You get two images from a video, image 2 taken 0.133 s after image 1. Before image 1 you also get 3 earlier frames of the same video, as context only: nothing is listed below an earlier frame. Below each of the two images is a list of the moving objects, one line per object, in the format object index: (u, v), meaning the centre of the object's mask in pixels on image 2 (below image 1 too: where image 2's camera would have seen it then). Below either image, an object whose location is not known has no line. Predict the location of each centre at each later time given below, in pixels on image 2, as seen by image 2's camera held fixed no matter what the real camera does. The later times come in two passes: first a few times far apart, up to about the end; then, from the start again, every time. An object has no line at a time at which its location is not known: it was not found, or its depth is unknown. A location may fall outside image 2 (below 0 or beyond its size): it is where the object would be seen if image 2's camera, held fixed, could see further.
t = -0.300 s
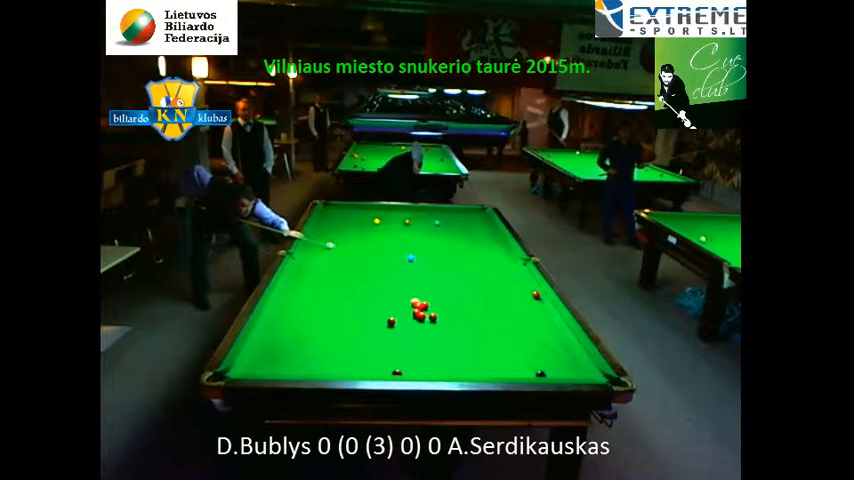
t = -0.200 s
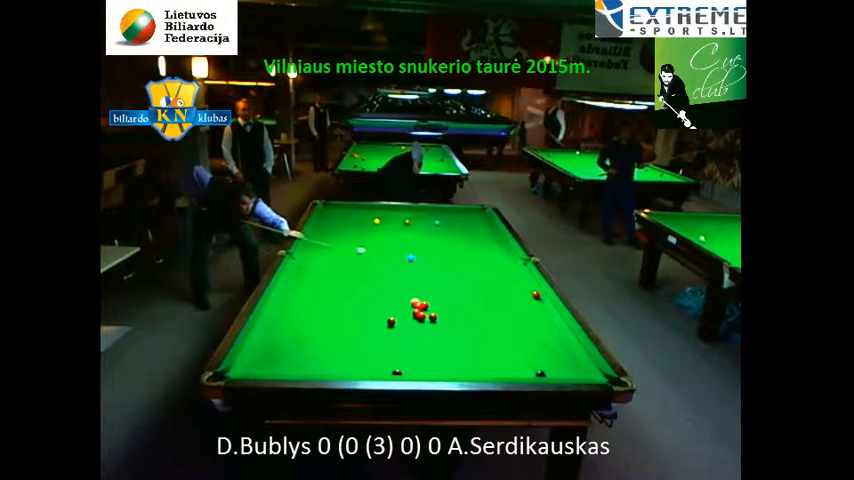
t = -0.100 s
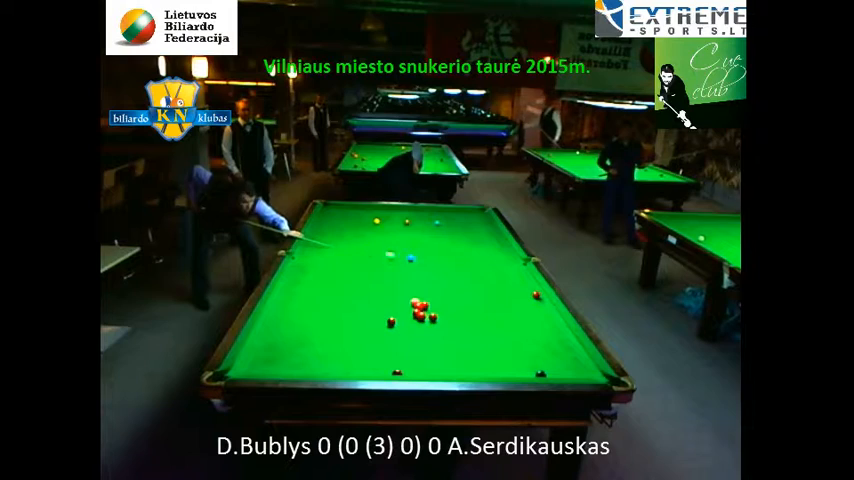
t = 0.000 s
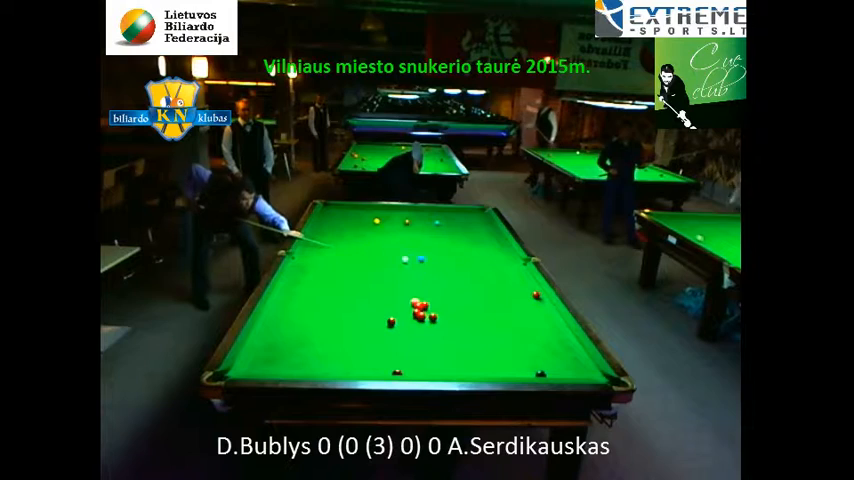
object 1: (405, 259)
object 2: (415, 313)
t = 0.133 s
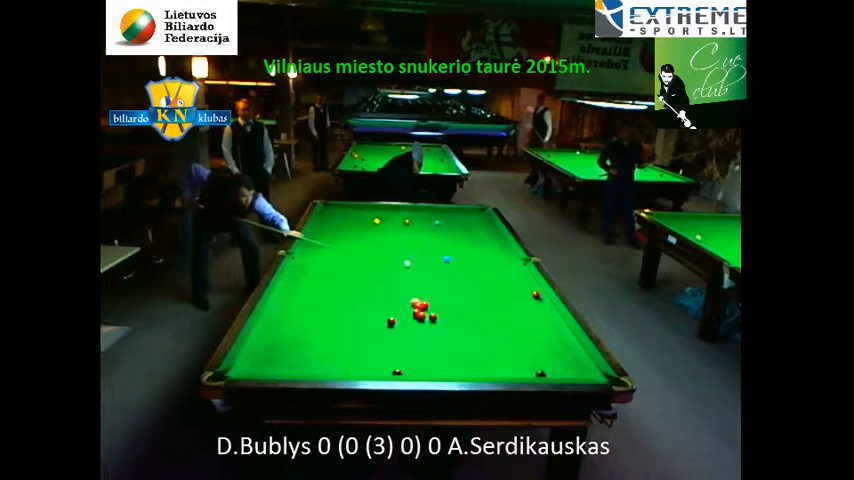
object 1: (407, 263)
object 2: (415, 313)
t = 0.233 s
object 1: (409, 267)
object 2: (415, 313)
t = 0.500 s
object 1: (414, 275)
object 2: (415, 313)
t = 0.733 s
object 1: (418, 283)
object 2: (415, 313)
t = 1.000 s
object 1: (423, 291)
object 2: (415, 312)
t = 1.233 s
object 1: (428, 299)
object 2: (415, 311)
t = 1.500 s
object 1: (436, 305)
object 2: (413, 310)
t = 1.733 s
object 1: (445, 308)
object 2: (405, 312)
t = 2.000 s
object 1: (453, 312)
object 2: (398, 314)
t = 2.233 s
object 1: (462, 315)
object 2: (392, 315)
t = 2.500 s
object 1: (469, 318)
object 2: (386, 318)
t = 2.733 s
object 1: (476, 321)
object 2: (383, 320)
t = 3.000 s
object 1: (481, 323)
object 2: (379, 320)
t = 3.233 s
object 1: (486, 325)
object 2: (377, 321)
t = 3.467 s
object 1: (490, 326)
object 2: (376, 321)
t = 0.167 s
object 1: (407, 264)
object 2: (415, 313)
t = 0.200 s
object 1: (408, 265)
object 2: (415, 313)
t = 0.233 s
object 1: (409, 267)
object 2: (415, 313)
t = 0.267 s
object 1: (409, 268)
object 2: (415, 313)
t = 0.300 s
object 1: (410, 269)
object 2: (415, 313)
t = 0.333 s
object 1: (410, 270)
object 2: (415, 313)
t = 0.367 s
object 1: (411, 271)
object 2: (415, 313)
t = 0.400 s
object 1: (412, 271)
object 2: (415, 313)
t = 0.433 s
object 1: (412, 273)
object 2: (415, 313)
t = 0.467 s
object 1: (413, 273)
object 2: (415, 313)
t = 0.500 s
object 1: (414, 275)
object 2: (415, 313)
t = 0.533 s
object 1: (414, 275)
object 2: (415, 313)
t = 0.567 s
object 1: (415, 277)
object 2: (415, 313)
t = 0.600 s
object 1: (415, 278)
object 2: (415, 313)
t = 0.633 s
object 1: (416, 279)
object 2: (415, 313)
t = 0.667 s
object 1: (417, 280)
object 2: (415, 313)
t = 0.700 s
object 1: (417, 281)
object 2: (415, 313)
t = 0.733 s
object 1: (418, 283)
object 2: (415, 313)
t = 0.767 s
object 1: (418, 283)
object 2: (415, 313)
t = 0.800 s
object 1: (419, 285)
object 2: (415, 313)
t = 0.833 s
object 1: (420, 286)
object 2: (415, 313)
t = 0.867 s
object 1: (420, 287)
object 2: (415, 313)
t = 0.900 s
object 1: (421, 288)
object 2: (415, 313)
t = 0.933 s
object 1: (421, 289)
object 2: (415, 313)
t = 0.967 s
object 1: (422, 290)
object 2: (415, 312)
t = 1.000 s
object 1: (423, 291)
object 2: (415, 312)
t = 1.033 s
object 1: (423, 292)
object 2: (415, 312)
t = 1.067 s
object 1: (424, 294)
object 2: (415, 312)
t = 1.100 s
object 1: (424, 295)
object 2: (415, 312)
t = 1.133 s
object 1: (424, 295)
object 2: (415, 312)
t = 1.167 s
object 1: (426, 297)
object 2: (415, 312)
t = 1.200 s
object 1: (427, 297)
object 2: (415, 312)
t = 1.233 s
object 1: (428, 299)
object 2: (415, 311)
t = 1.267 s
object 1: (428, 300)
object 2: (415, 311)
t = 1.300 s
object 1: (428, 300)
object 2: (416, 310)
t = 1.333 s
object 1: (431, 302)
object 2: (415, 311)
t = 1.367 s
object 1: (432, 303)
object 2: (415, 309)
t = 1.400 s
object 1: (432, 304)
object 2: (415, 308)
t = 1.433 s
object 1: (433, 304)
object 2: (414, 309)
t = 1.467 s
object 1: (434, 304)
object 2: (413, 309)
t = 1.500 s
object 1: (436, 305)
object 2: (413, 310)
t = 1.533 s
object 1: (436, 306)
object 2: (411, 310)
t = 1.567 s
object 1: (438, 306)
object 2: (410, 310)
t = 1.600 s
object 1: (439, 307)
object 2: (408, 310)
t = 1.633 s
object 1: (440, 307)
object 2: (408, 311)
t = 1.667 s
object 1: (441, 308)
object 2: (407, 311)
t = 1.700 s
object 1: (443, 308)
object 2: (406, 311)
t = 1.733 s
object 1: (445, 308)
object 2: (405, 312)
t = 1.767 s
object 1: (446, 309)
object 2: (404, 312)
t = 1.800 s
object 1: (447, 309)
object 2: (403, 313)
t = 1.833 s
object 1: (448, 310)
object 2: (402, 313)
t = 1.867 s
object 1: (449, 310)
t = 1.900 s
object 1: (451, 311)
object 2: (400, 313)
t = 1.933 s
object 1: (451, 311)
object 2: (399, 314)
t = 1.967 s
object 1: (453, 312)
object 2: (398, 314)
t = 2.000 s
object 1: (453, 312)
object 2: (398, 314)
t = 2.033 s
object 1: (455, 313)
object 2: (397, 314)
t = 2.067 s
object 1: (456, 313)
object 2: (396, 315)
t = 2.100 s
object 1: (457, 313)
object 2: (395, 315)
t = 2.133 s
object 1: (458, 314)
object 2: (394, 315)
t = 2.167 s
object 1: (459, 314)
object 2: (394, 315)
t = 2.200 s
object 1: (460, 315)
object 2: (393, 315)
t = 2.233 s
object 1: (462, 315)
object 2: (392, 315)
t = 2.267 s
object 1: (462, 316)
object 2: (391, 315)
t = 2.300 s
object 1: (464, 316)
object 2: (391, 315)
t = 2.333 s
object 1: (464, 317)
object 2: (390, 316)
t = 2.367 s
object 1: (465, 317)
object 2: (390, 316)
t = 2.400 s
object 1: (466, 317)
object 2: (387, 318)
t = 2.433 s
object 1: (468, 317)
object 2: (386, 318)
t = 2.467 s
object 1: (468, 318)
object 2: (386, 318)
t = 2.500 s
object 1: (469, 318)
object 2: (386, 318)
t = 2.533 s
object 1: (470, 319)
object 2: (385, 318)
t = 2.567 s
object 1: (471, 319)
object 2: (385, 318)
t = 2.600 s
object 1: (472, 319)
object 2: (384, 319)
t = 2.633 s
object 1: (473, 320)
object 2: (384, 319)
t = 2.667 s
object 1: (474, 320)
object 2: (384, 319)
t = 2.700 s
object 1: (475, 320)
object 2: (383, 320)
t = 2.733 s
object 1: (476, 321)
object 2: (383, 320)
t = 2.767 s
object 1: (476, 321)
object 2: (382, 320)
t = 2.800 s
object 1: (477, 322)
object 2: (382, 320)
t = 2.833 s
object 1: (478, 322)
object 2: (382, 320)
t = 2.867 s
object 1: (478, 322)
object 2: (381, 320)
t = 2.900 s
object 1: (479, 322)
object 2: (380, 320)
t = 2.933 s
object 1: (480, 323)
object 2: (380, 320)
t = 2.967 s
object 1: (481, 323)
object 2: (380, 320)
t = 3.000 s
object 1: (481, 323)
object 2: (379, 320)
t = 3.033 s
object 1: (482, 323)
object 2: (379, 320)
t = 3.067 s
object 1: (483, 323)
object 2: (379, 320)
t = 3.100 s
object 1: (484, 324)
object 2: (379, 320)
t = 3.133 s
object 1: (484, 324)
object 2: (378, 321)
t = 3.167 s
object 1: (485, 324)
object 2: (378, 320)
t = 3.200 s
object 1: (485, 325)
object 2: (378, 320)
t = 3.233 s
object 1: (486, 325)
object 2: (377, 321)
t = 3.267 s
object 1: (487, 325)
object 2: (377, 321)
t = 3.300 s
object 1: (487, 325)
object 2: (377, 321)
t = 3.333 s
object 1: (488, 325)
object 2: (376, 321)
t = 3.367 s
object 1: (488, 325)
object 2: (376, 321)
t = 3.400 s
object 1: (489, 326)
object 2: (376, 321)
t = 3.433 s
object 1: (489, 326)
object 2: (376, 321)
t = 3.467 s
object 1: (490, 326)
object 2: (376, 321)
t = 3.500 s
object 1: (490, 326)
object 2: (376, 321)
